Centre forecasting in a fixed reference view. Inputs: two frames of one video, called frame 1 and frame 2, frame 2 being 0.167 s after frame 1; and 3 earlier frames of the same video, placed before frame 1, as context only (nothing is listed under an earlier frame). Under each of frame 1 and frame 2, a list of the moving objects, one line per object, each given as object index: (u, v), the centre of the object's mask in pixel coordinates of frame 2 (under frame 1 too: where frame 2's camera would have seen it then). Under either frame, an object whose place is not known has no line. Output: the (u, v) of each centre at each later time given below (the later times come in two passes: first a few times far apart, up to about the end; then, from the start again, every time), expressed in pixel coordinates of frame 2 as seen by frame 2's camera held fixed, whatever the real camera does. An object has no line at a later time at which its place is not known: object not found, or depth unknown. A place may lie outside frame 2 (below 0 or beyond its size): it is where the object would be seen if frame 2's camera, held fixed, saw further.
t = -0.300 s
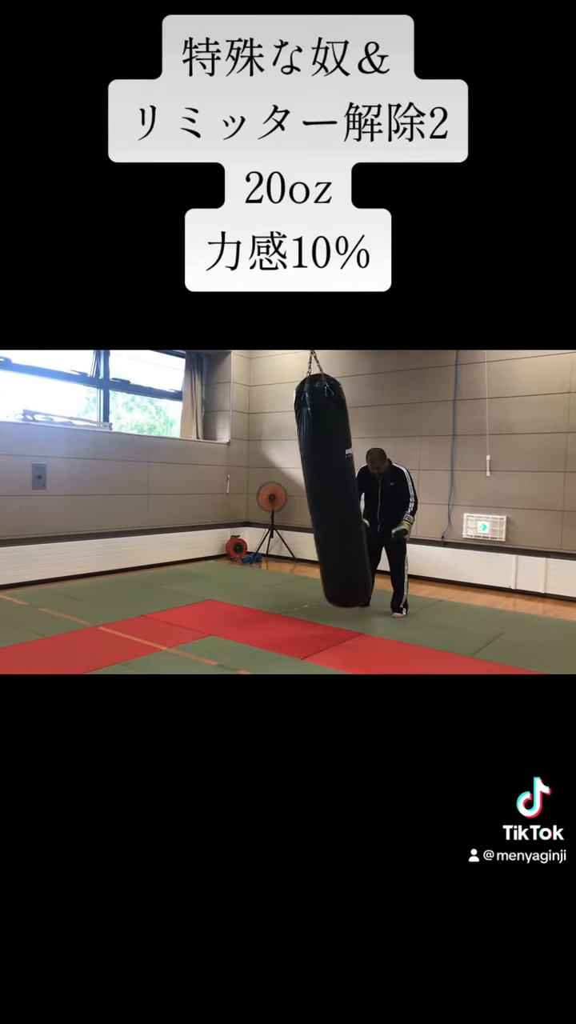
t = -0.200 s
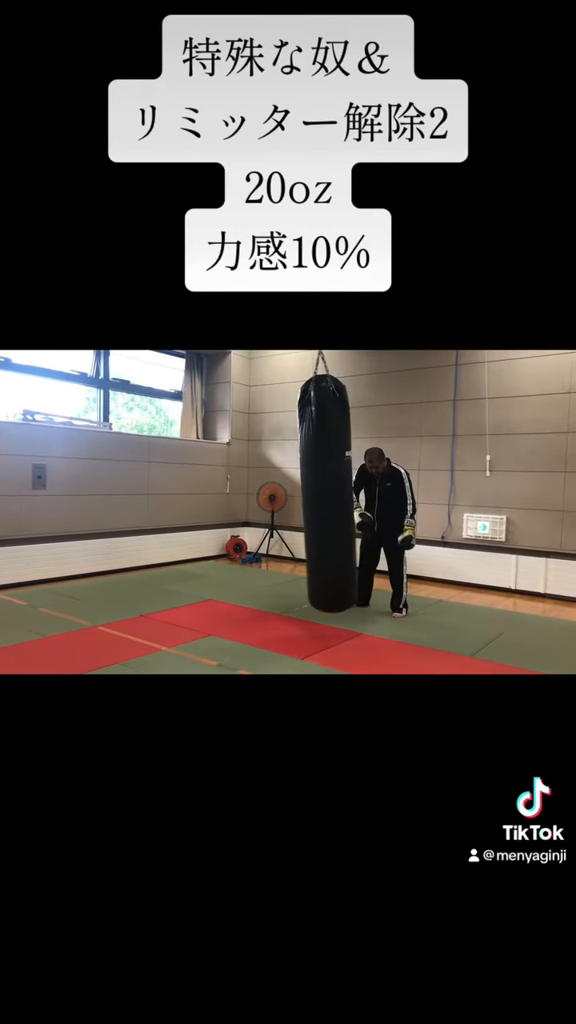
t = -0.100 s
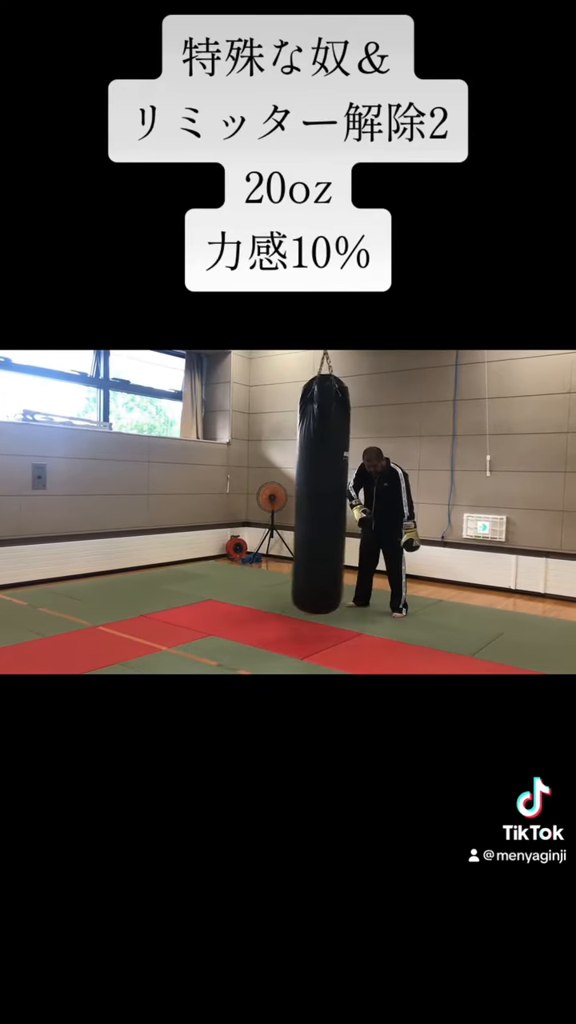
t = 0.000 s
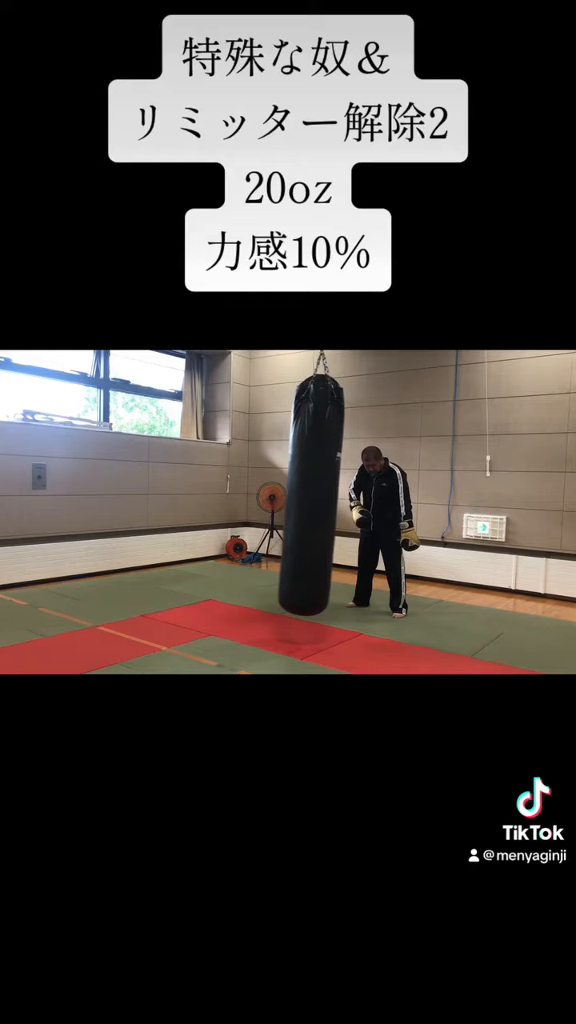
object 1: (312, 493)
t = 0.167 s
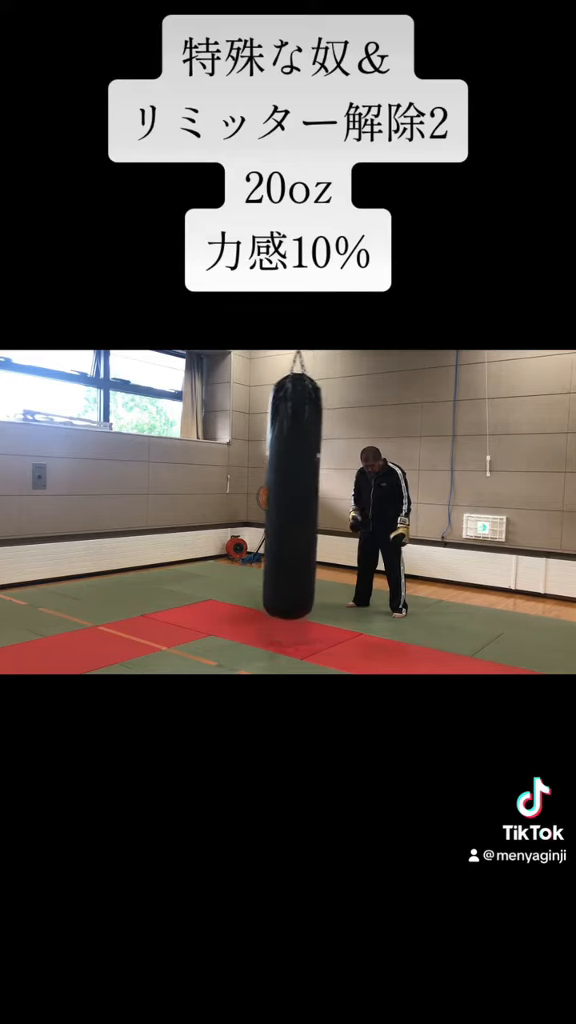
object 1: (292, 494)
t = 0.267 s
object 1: (281, 491)
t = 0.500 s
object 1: (263, 493)
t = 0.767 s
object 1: (248, 494)
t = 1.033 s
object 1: (245, 491)
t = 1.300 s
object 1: (261, 496)
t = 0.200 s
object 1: (288, 493)
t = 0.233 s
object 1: (284, 492)
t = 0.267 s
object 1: (281, 491)
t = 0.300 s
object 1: (277, 491)
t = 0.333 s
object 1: (274, 491)
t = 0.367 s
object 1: (272, 491)
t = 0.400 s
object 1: (269, 492)
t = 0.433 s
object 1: (266, 493)
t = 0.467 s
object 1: (265, 493)
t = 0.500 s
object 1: (263, 493)
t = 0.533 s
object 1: (261, 493)
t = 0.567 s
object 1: (259, 494)
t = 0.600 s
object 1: (257, 493)
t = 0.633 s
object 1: (255, 493)
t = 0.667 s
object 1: (253, 493)
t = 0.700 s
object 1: (251, 493)
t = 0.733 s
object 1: (250, 494)
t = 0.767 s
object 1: (248, 494)
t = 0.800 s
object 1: (246, 494)
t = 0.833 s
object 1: (245, 493)
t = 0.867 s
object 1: (244, 493)
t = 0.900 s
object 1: (244, 492)
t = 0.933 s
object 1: (243, 491)
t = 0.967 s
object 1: (243, 491)
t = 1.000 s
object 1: (244, 490)
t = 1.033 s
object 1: (245, 491)
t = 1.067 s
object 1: (246, 491)
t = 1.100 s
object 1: (247, 492)
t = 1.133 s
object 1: (249, 492)
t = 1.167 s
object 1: (251, 494)
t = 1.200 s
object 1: (254, 495)
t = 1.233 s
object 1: (256, 496)
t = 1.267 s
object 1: (259, 496)
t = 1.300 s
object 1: (261, 496)
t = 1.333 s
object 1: (264, 496)
